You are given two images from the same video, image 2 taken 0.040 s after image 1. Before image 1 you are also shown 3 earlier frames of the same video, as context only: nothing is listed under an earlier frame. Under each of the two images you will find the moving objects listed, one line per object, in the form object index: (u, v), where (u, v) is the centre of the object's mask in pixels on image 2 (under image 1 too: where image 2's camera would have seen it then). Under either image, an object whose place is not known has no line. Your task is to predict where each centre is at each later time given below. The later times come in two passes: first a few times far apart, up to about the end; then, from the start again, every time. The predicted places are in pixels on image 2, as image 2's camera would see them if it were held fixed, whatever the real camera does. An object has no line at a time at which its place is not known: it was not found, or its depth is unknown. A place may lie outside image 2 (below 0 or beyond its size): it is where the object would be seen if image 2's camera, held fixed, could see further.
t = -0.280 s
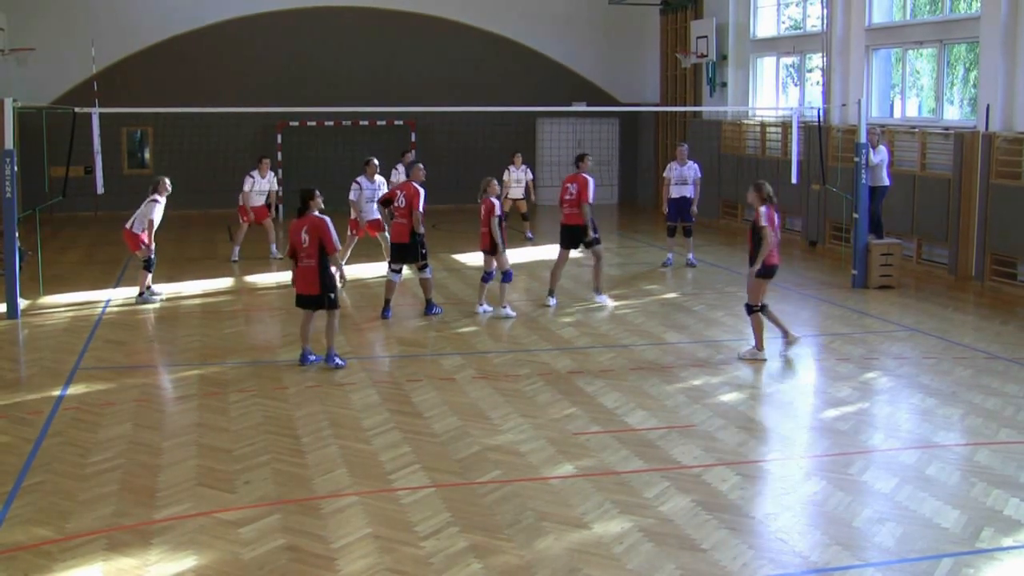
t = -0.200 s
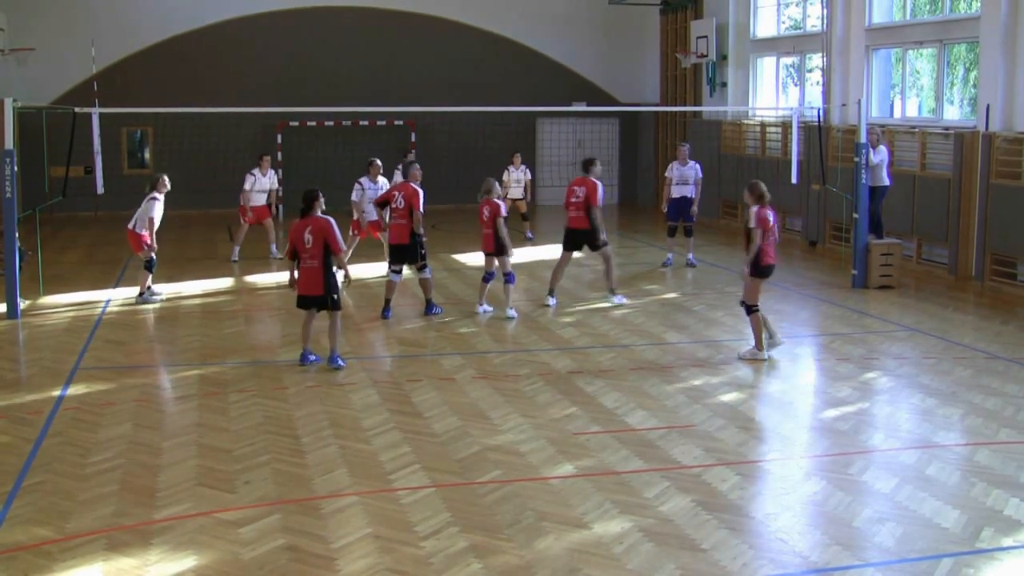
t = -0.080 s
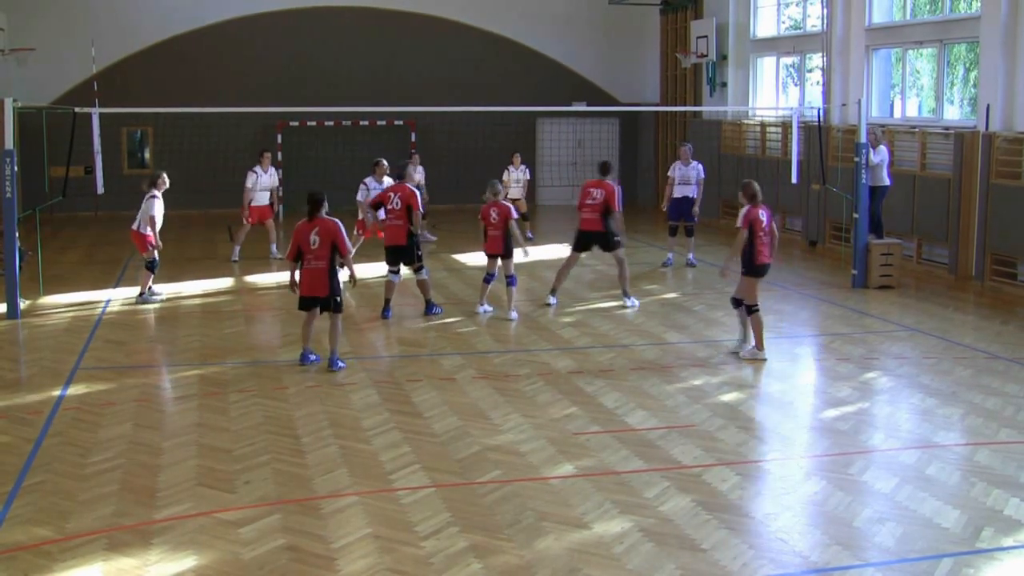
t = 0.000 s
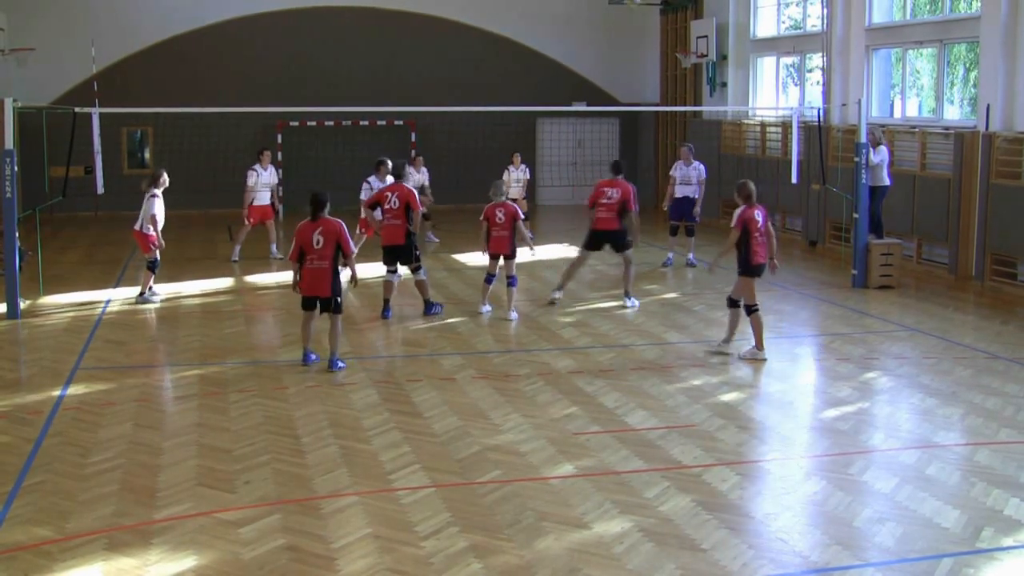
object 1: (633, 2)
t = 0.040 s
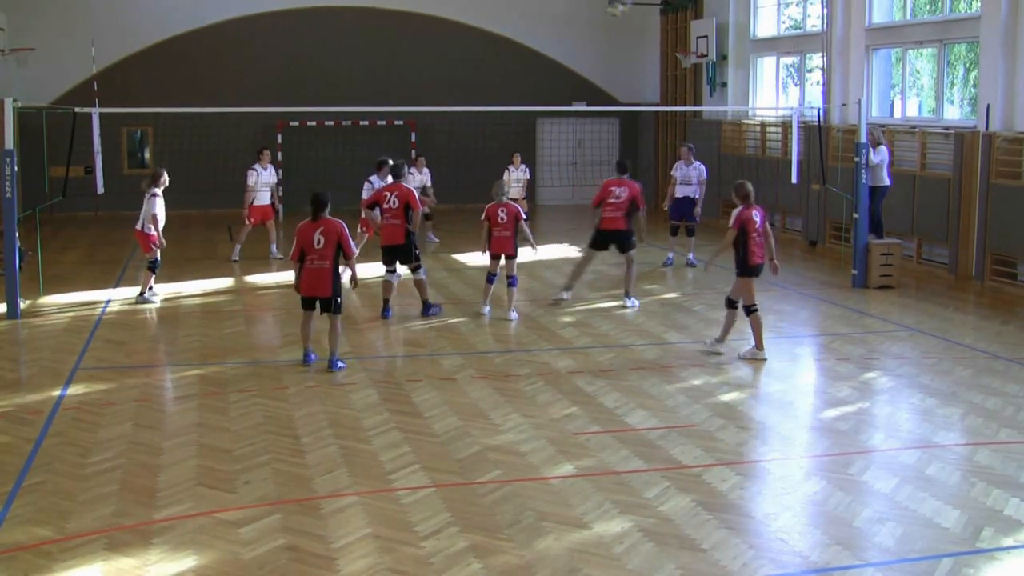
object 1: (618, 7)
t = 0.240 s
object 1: (545, 64)
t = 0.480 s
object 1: (481, 145)
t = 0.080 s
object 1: (601, 17)
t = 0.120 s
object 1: (586, 28)
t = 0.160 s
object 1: (572, 39)
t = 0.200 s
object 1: (558, 51)
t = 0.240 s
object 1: (545, 64)
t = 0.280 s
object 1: (534, 76)
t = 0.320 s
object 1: (522, 89)
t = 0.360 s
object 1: (513, 99)
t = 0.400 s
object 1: (500, 118)
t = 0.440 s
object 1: (490, 130)
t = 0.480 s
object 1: (481, 145)
